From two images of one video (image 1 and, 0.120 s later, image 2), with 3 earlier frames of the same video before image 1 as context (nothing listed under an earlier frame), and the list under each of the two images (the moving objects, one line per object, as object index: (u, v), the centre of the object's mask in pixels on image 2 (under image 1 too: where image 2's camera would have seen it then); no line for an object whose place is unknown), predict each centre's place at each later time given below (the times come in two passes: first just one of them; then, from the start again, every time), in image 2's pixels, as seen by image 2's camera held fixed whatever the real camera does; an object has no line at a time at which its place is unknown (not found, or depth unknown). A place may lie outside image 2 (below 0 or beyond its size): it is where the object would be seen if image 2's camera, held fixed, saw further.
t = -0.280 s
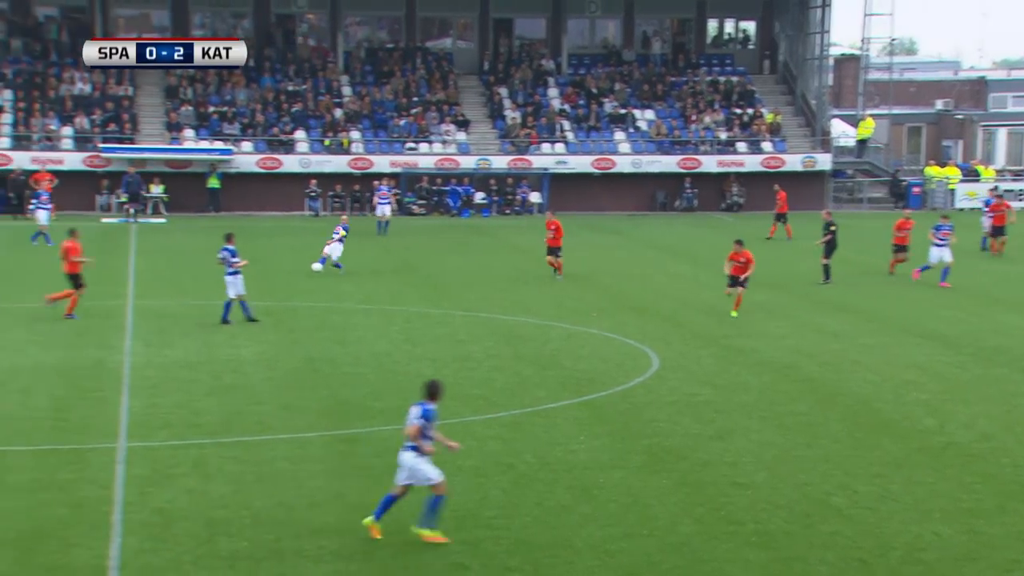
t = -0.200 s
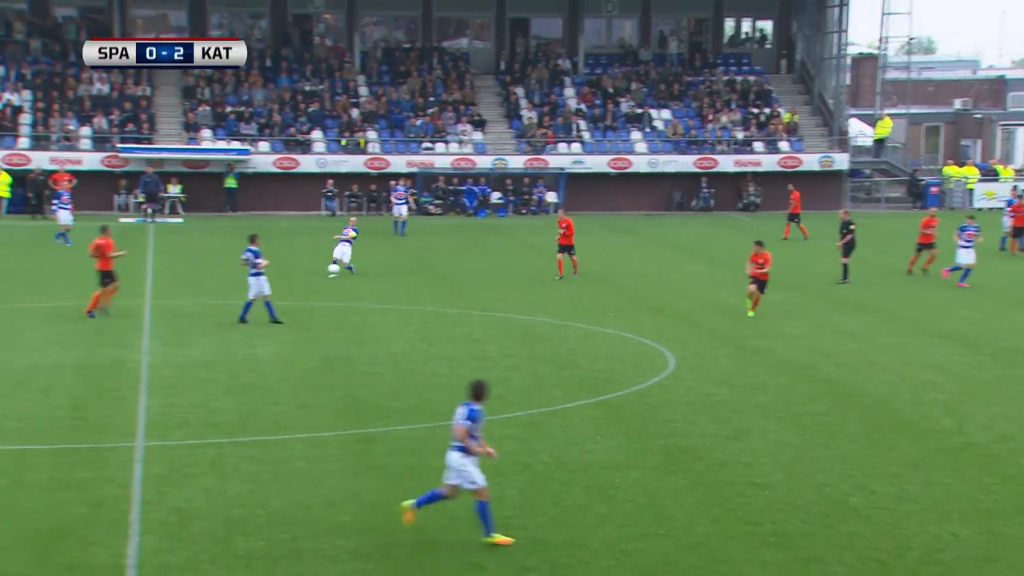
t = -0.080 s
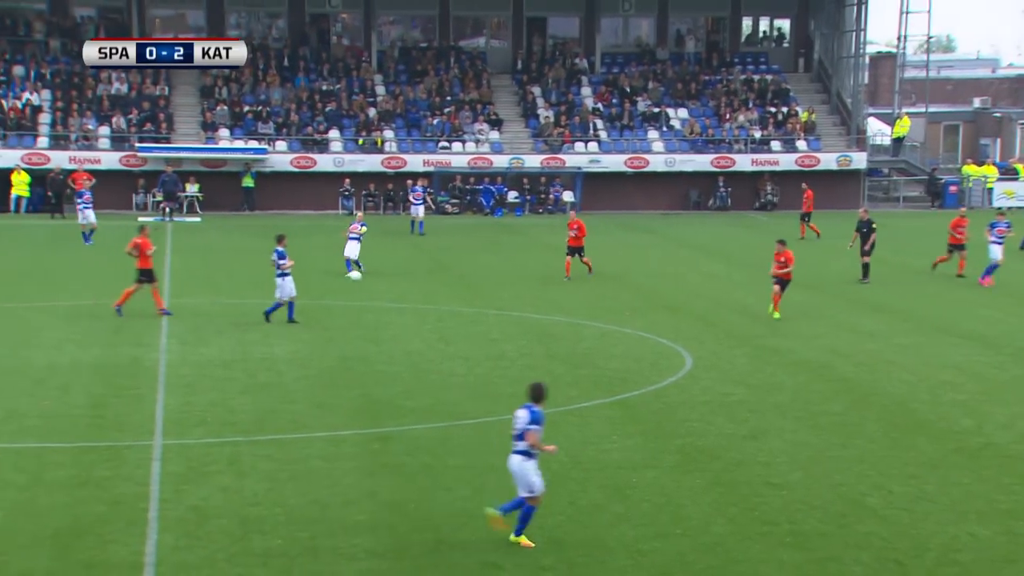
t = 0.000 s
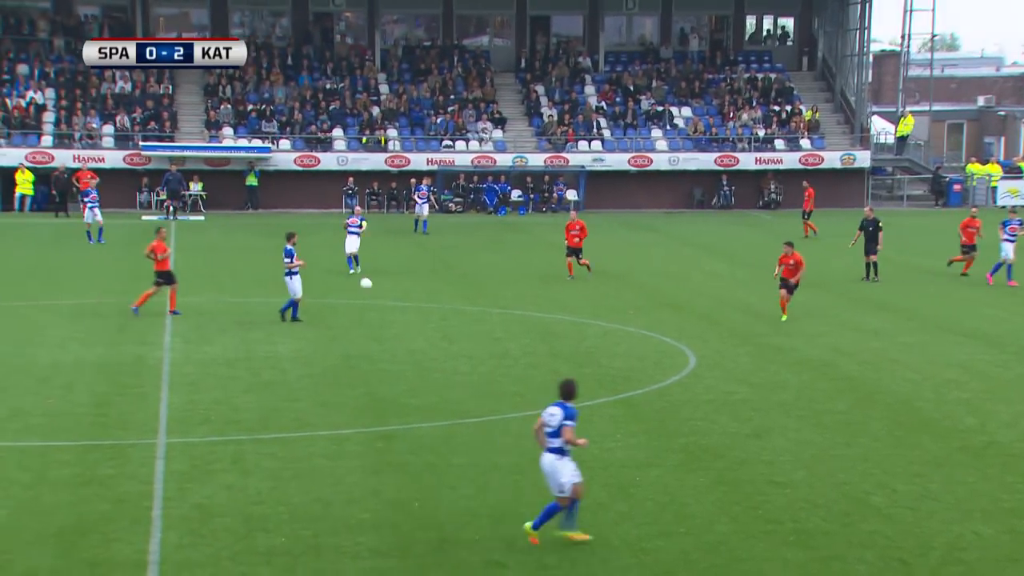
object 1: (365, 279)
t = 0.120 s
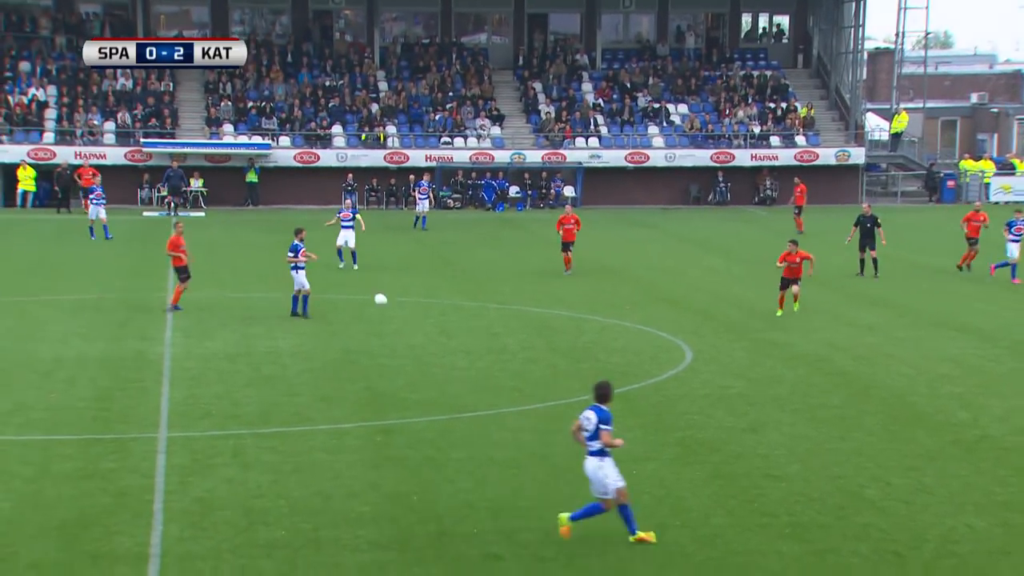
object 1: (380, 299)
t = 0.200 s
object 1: (394, 317)
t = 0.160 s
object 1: (387, 308)
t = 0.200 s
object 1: (394, 317)
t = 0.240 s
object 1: (402, 328)
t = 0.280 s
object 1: (411, 334)
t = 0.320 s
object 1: (419, 334)
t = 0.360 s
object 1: (428, 336)
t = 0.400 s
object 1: (438, 338)
